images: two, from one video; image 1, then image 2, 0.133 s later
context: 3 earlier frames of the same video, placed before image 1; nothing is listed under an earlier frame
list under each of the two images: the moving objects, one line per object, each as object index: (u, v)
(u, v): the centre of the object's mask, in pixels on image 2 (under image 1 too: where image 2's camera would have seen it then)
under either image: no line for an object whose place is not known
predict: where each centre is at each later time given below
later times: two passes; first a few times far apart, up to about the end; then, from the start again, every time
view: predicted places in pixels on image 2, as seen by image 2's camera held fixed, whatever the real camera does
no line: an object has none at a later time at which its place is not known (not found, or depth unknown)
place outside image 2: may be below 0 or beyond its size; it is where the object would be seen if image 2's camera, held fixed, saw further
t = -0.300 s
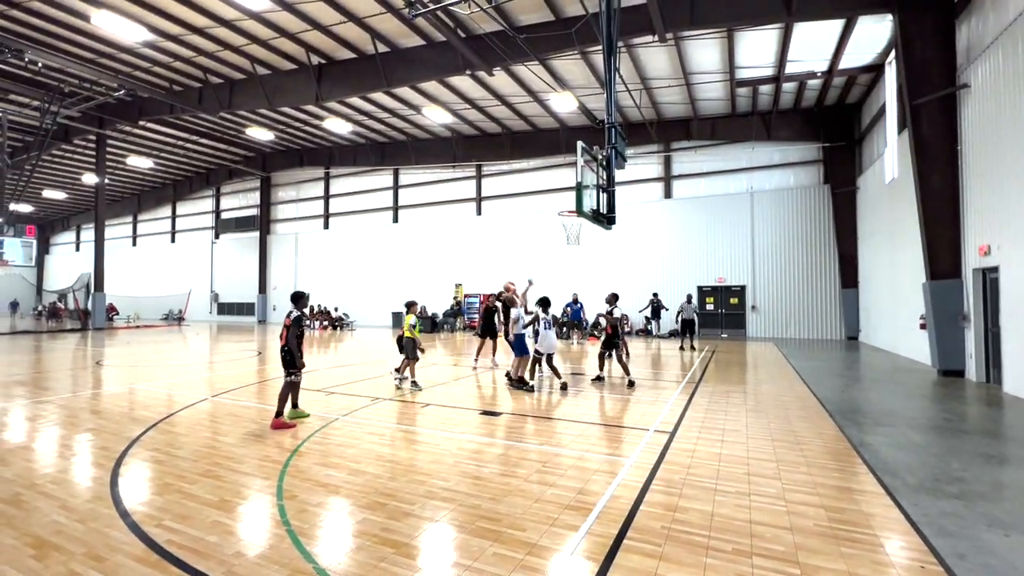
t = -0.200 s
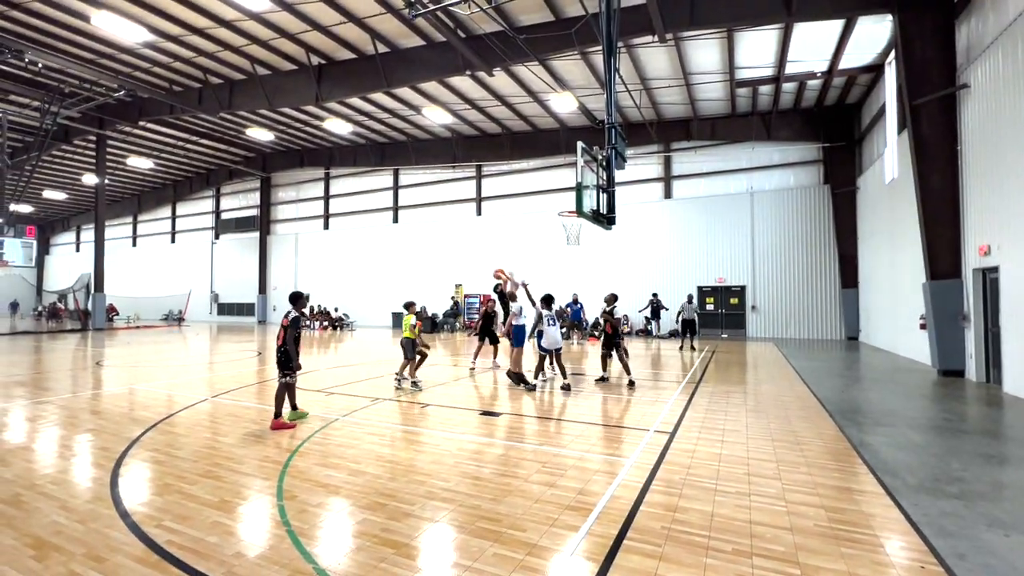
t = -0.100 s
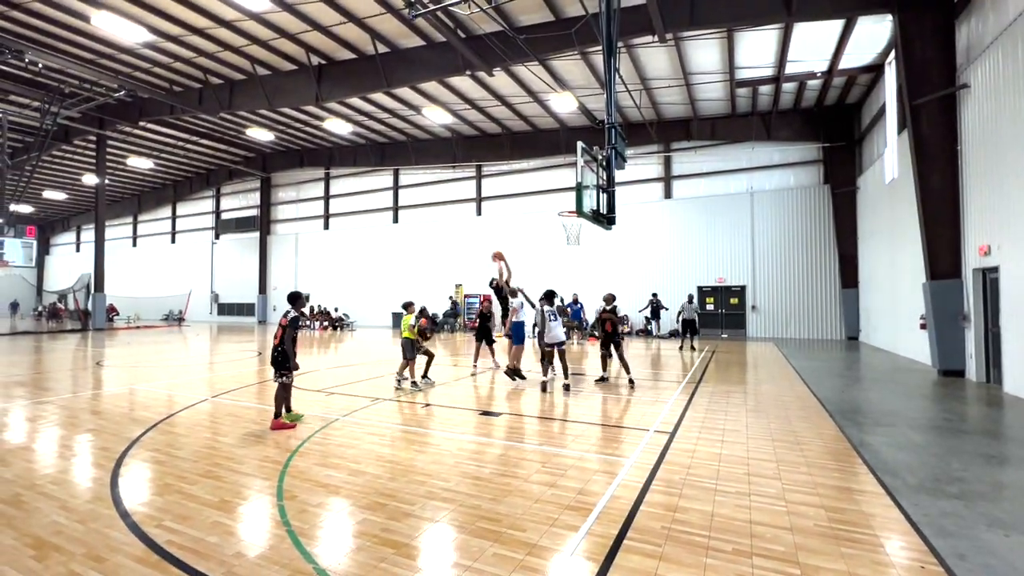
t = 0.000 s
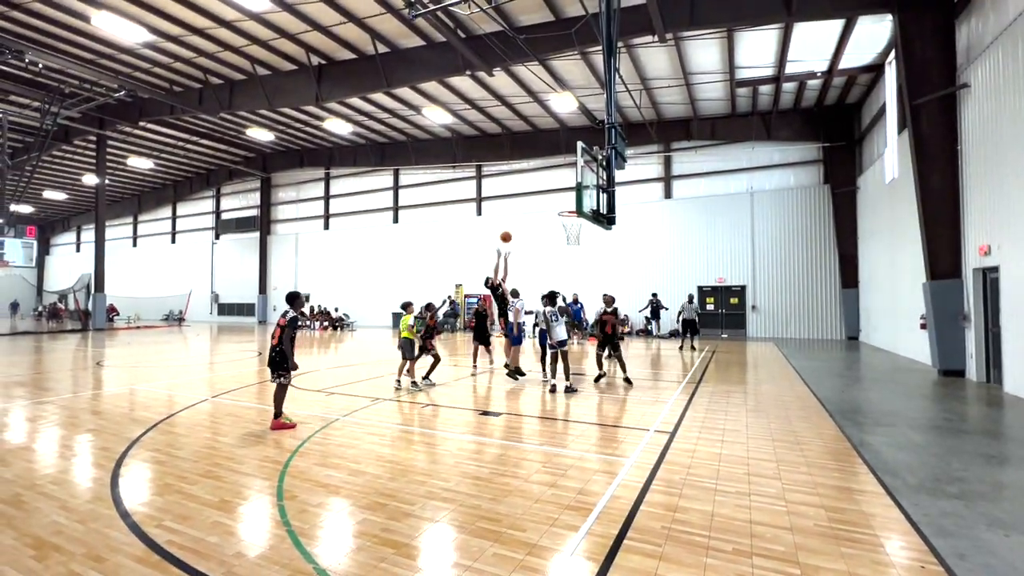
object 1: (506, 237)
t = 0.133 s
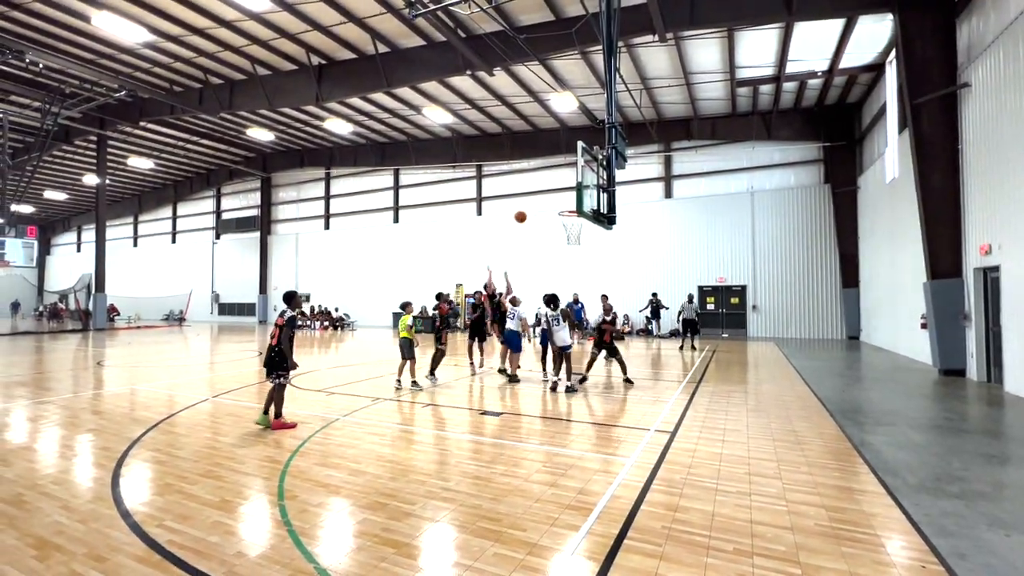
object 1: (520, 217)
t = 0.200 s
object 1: (528, 210)
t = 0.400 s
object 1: (551, 202)
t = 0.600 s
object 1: (571, 210)
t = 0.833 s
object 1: (568, 228)
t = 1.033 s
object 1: (561, 240)
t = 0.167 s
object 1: (524, 213)
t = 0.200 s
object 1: (528, 210)
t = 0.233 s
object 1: (531, 207)
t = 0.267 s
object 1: (535, 205)
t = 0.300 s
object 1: (539, 203)
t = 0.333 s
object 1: (543, 202)
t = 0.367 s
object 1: (547, 202)
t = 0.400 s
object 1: (551, 202)
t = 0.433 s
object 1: (555, 202)
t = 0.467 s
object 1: (559, 204)
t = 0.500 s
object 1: (563, 206)
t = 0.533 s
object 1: (568, 208)
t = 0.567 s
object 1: (570, 209)
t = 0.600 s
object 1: (571, 210)
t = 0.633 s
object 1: (573, 212)
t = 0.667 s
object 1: (576, 216)
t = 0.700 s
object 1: (578, 218)
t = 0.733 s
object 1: (575, 218)
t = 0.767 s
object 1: (573, 221)
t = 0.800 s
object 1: (570, 224)
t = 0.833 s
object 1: (568, 228)
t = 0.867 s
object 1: (566, 231)
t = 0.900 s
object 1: (565, 232)
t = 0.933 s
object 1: (564, 233)
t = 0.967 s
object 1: (563, 235)
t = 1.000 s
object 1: (562, 237)
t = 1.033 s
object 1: (561, 240)
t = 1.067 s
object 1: (560, 244)
